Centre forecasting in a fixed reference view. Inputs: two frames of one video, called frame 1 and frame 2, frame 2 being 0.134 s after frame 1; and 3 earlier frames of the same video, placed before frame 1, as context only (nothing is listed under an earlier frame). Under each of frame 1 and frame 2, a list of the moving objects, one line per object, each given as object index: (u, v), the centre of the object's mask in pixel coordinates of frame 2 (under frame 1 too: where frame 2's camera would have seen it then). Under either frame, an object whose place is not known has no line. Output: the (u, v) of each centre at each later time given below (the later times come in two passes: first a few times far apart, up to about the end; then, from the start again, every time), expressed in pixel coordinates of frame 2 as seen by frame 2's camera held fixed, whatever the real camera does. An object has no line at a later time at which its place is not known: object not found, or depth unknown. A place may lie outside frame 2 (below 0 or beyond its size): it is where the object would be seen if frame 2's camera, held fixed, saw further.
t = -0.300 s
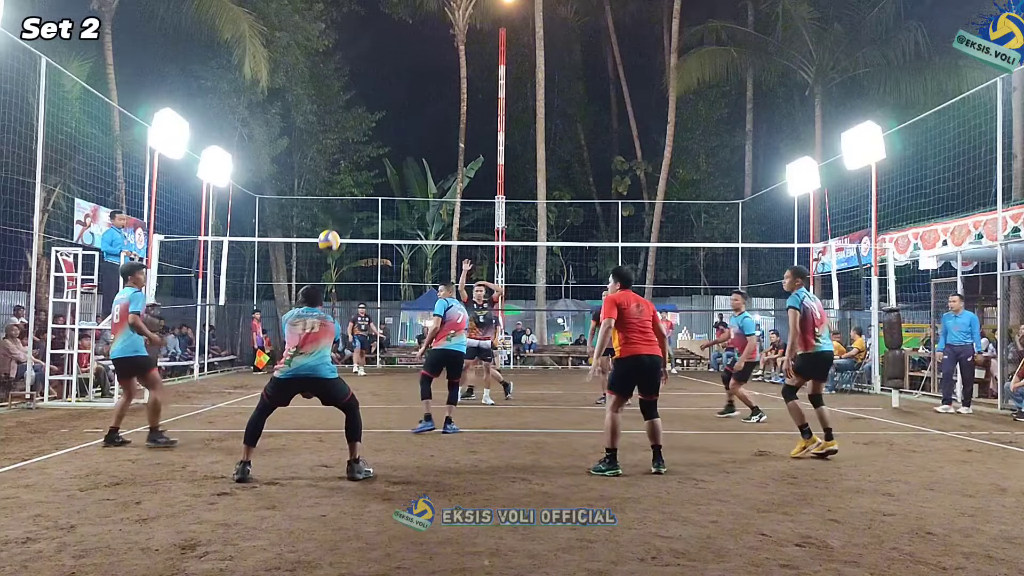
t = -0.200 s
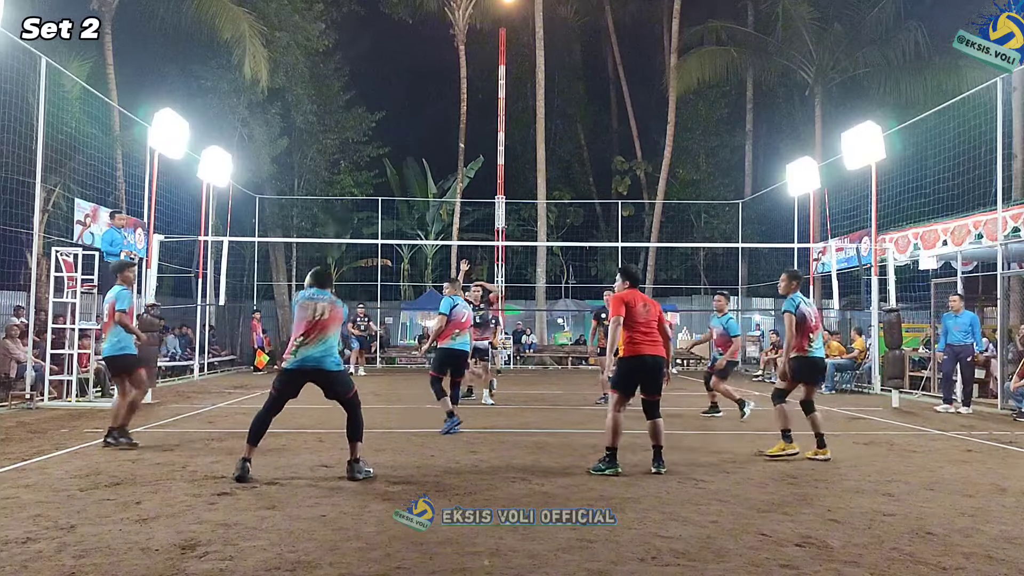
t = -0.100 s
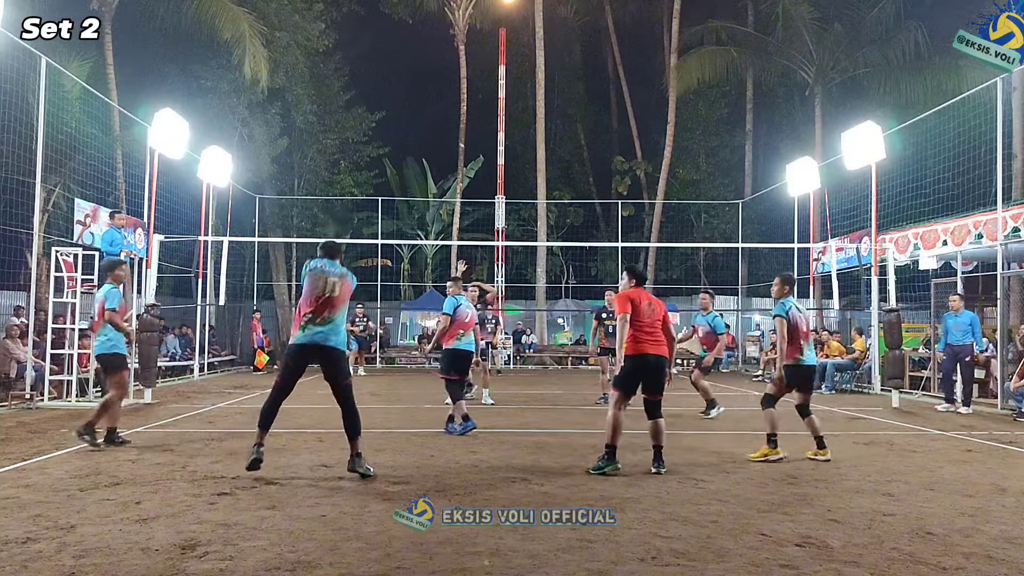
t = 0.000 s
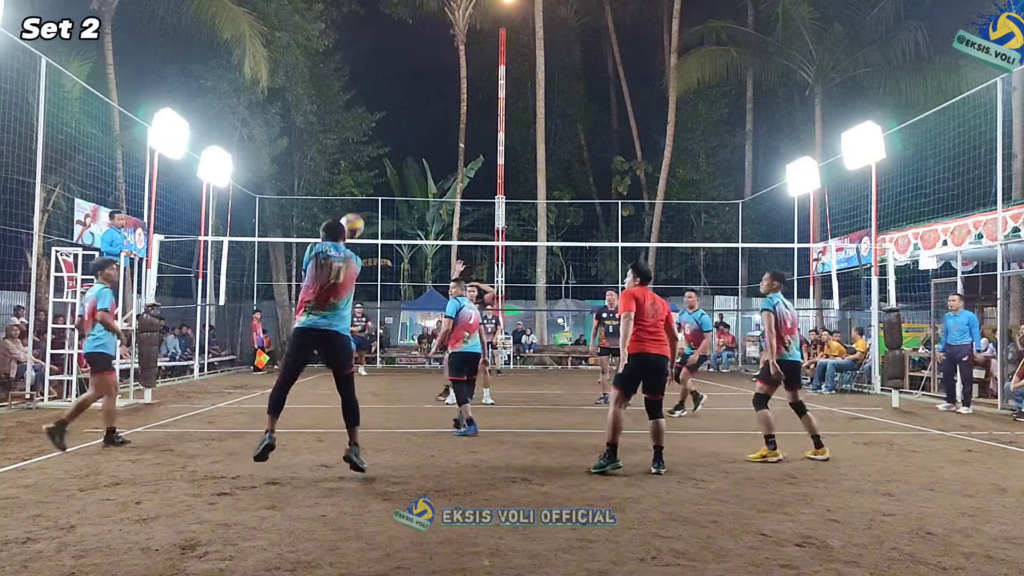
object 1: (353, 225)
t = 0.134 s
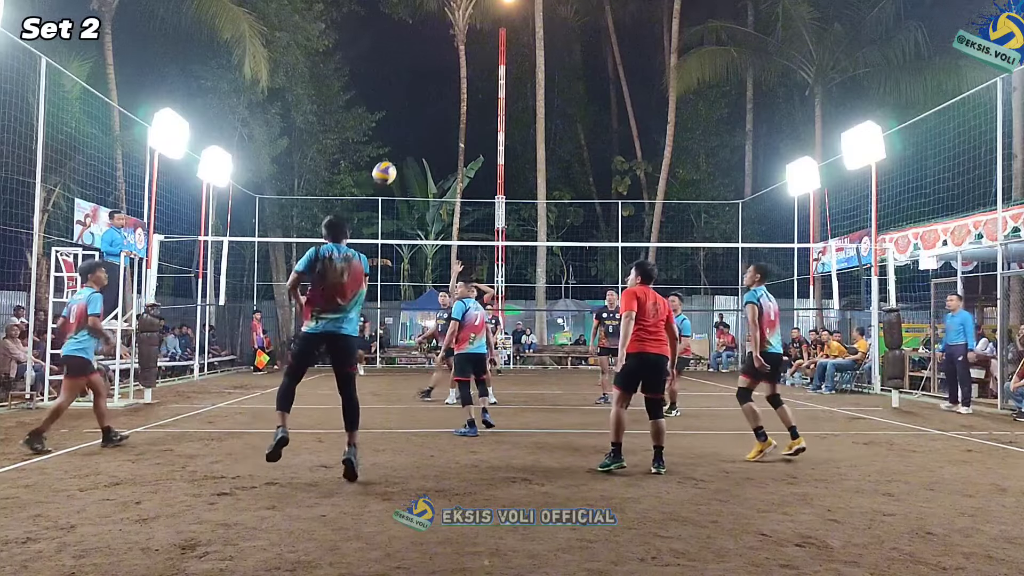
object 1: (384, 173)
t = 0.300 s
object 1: (418, 141)
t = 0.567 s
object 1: (461, 146)
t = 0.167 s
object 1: (392, 164)
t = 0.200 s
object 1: (399, 156)
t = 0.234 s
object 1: (406, 150)
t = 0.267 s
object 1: (412, 145)
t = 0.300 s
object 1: (418, 141)
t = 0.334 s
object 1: (424, 138)
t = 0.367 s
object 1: (430, 136)
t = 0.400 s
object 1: (436, 136)
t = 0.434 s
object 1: (441, 136)
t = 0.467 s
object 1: (446, 137)
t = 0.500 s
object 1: (452, 140)
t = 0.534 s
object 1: (456, 142)
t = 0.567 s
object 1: (461, 146)
